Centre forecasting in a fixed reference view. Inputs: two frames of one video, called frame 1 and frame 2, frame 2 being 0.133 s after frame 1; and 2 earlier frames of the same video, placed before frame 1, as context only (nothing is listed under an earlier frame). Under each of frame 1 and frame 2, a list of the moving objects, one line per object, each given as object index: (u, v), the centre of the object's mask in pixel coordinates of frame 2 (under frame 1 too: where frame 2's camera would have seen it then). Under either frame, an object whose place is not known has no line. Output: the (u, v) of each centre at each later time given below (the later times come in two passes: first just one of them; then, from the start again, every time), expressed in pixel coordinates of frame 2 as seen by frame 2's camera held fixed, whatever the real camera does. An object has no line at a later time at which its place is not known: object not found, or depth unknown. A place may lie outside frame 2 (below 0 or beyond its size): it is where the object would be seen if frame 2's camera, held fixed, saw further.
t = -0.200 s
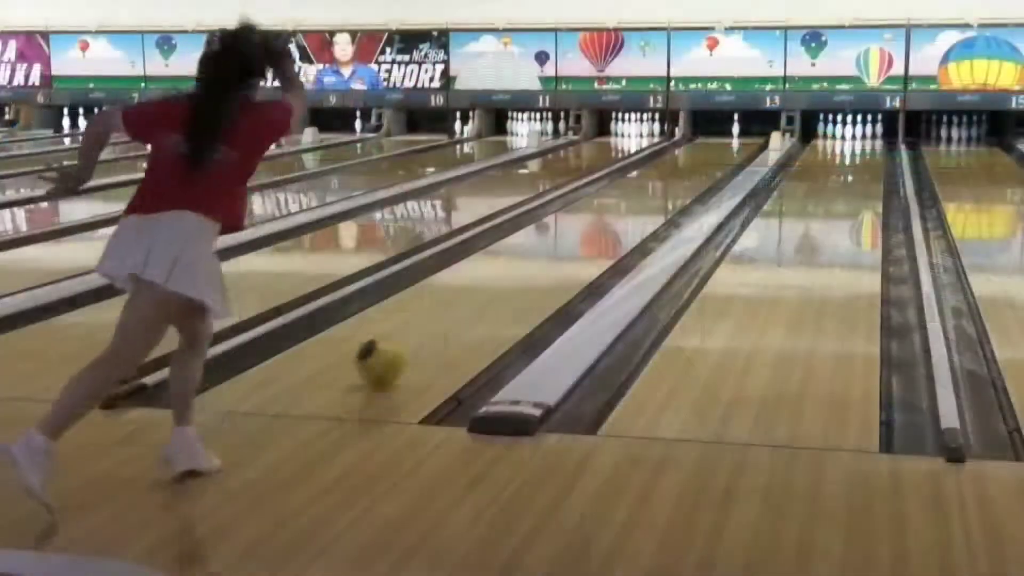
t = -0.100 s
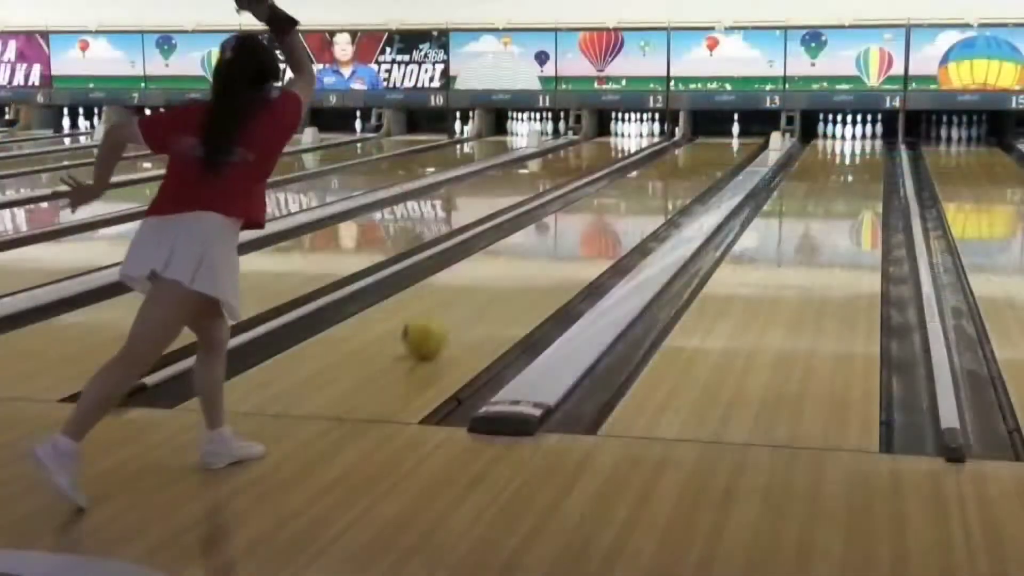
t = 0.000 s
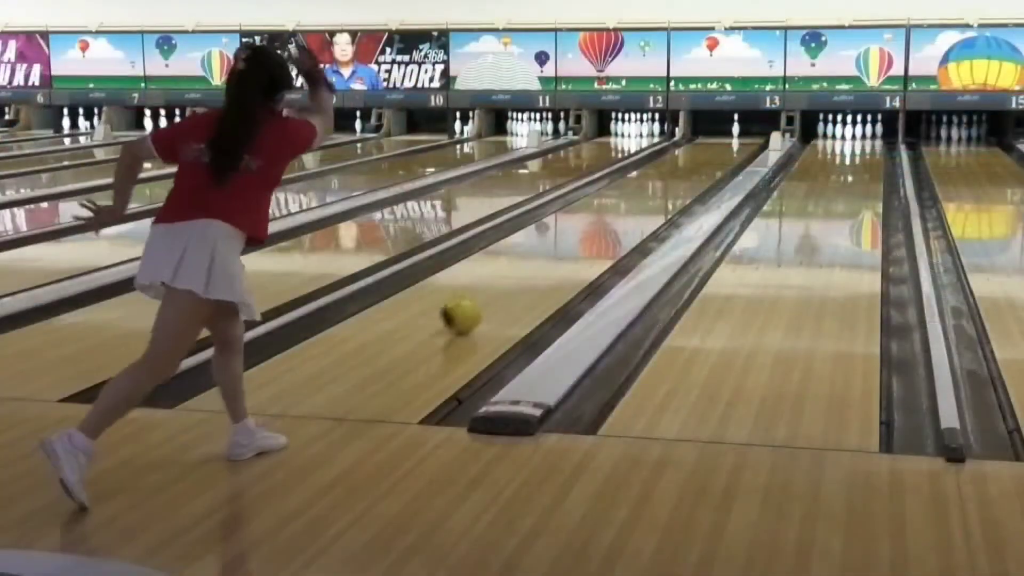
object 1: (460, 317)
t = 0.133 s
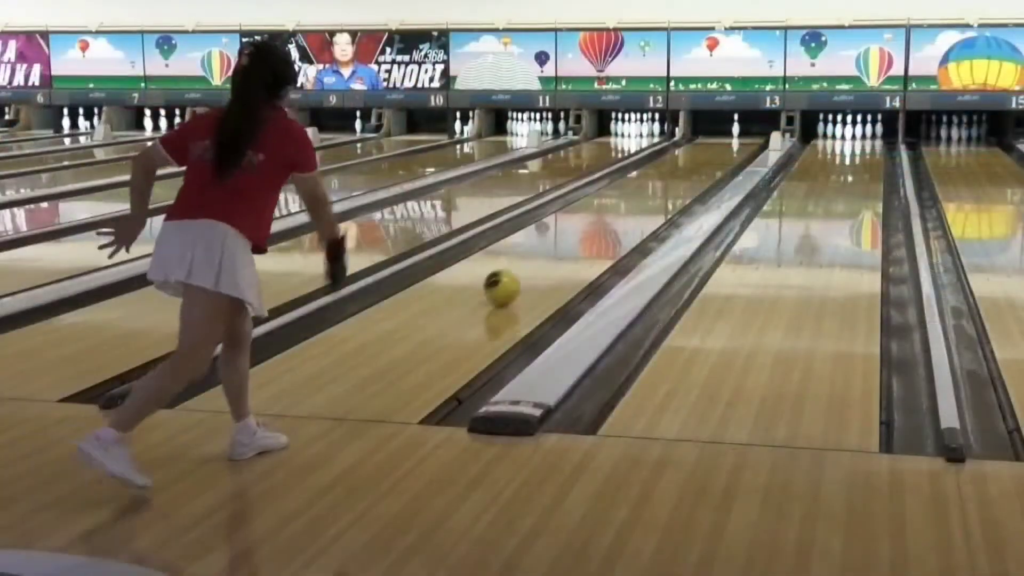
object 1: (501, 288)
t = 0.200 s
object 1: (519, 277)
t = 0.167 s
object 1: (510, 282)
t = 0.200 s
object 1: (519, 277)
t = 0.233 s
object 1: (527, 272)
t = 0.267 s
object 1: (535, 268)
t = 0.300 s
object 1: (542, 263)
